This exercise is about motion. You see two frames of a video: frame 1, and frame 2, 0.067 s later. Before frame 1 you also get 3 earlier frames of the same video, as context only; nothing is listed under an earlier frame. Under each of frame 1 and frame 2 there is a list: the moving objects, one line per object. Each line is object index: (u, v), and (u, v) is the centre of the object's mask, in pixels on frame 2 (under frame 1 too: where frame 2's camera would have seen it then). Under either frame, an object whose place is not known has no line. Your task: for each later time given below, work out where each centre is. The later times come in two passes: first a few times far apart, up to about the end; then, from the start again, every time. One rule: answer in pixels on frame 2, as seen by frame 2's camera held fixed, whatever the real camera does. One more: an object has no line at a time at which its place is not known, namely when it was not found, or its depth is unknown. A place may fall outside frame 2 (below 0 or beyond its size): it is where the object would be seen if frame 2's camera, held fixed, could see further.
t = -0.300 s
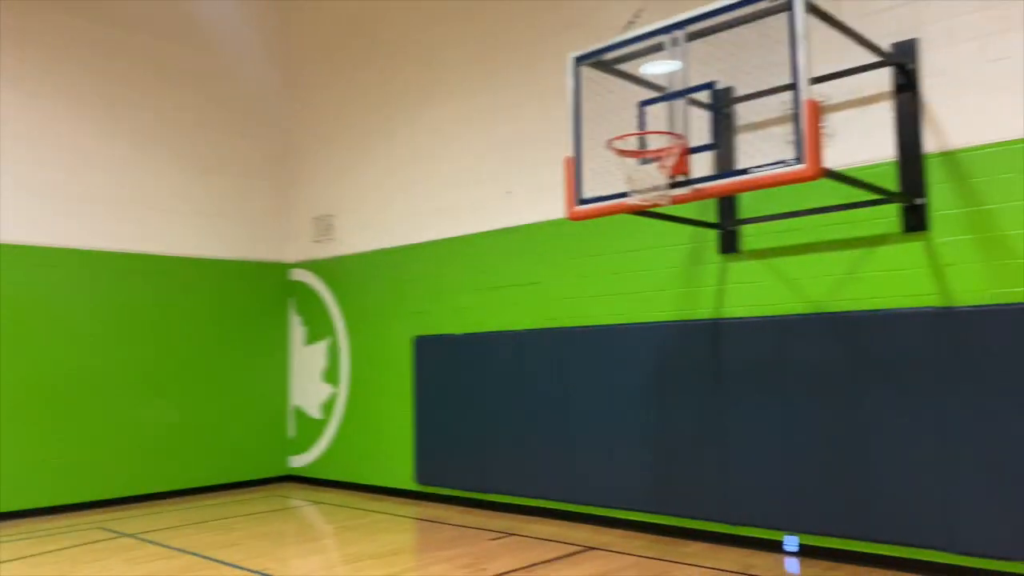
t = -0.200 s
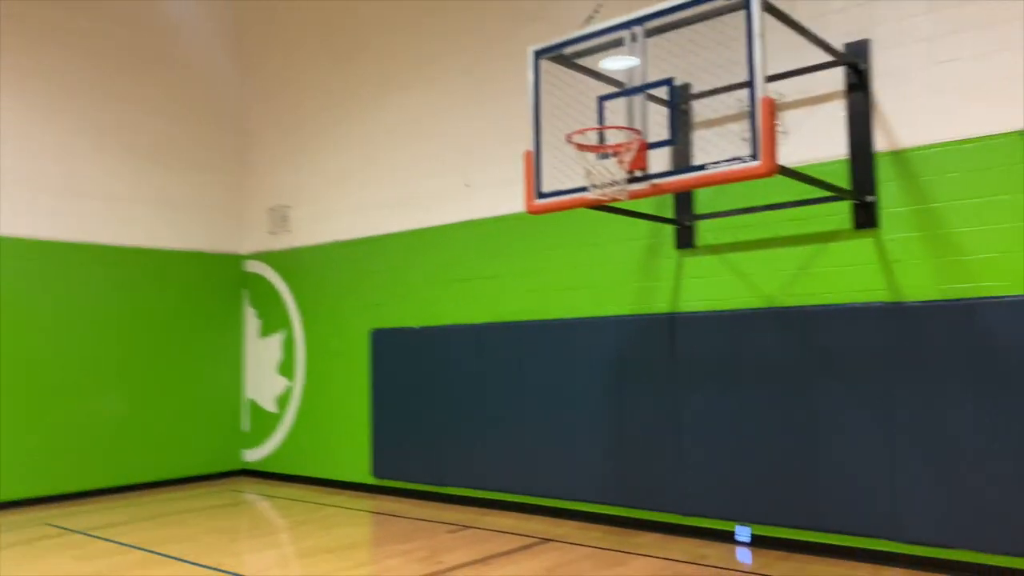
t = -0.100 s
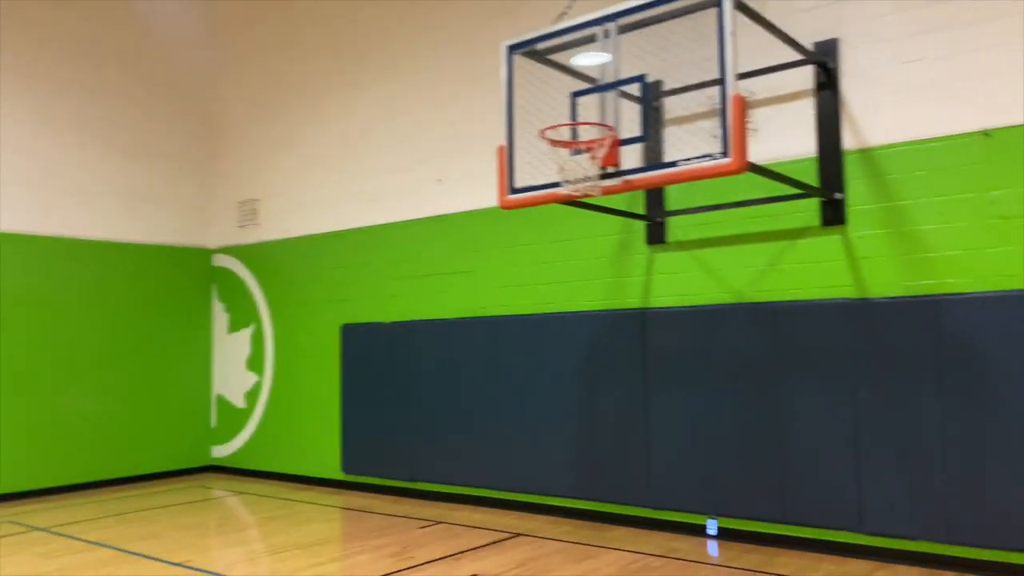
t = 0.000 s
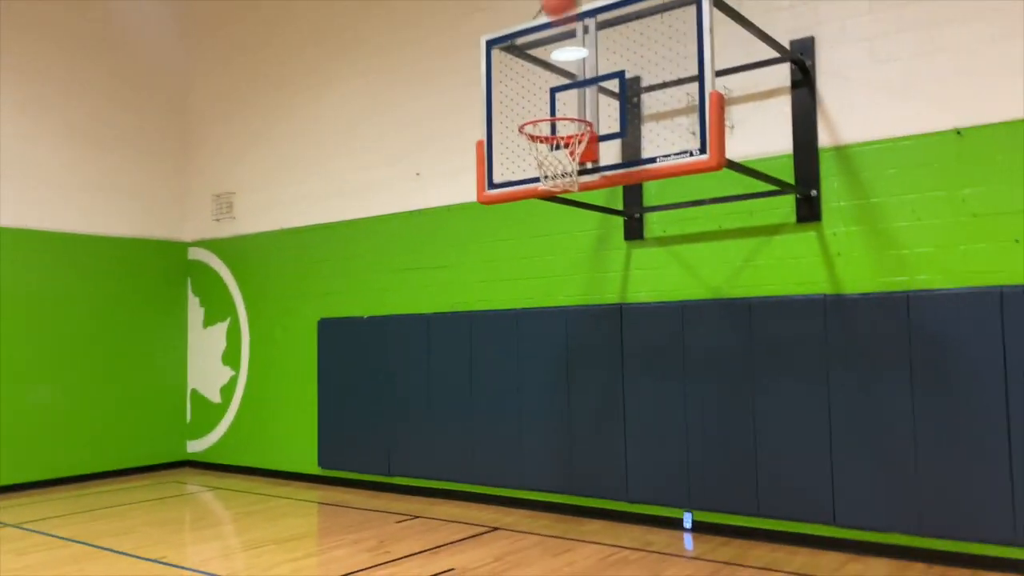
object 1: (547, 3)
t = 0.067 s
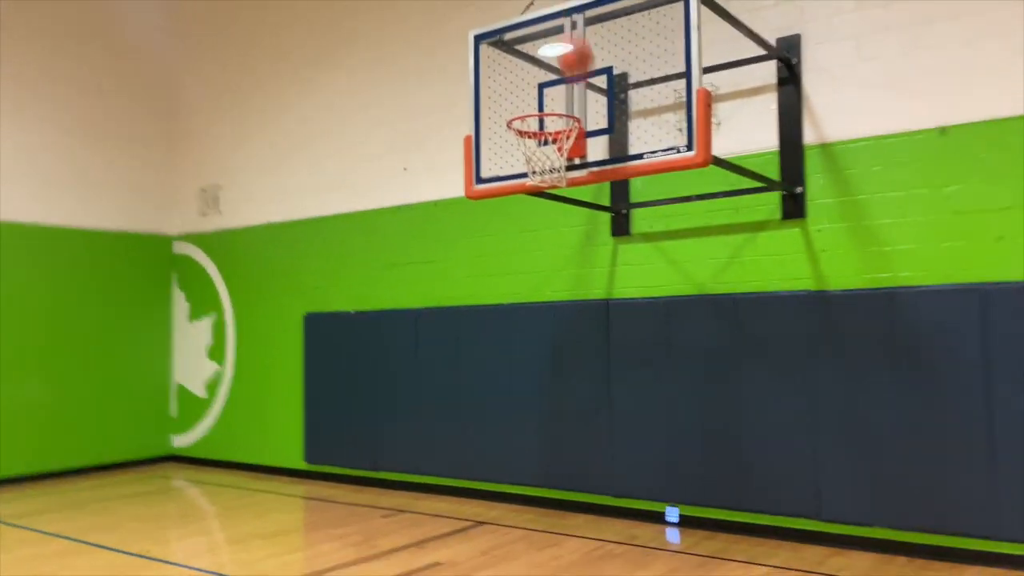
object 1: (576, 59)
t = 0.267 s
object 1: (626, 122)
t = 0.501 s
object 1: (664, 193)
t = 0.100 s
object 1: (588, 87)
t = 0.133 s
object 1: (597, 117)
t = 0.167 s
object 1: (605, 117)
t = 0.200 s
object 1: (616, 117)
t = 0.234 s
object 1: (620, 118)
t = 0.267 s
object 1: (626, 122)
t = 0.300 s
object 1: (631, 126)
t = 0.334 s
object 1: (636, 132)
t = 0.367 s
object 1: (641, 140)
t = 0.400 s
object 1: (647, 150)
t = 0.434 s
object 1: (653, 163)
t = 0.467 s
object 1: (658, 177)
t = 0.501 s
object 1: (664, 193)
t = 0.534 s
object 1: (670, 209)
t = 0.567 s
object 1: (676, 229)
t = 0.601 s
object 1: (682, 250)
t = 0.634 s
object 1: (688, 278)
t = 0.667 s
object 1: (695, 306)
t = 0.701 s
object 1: (700, 334)
